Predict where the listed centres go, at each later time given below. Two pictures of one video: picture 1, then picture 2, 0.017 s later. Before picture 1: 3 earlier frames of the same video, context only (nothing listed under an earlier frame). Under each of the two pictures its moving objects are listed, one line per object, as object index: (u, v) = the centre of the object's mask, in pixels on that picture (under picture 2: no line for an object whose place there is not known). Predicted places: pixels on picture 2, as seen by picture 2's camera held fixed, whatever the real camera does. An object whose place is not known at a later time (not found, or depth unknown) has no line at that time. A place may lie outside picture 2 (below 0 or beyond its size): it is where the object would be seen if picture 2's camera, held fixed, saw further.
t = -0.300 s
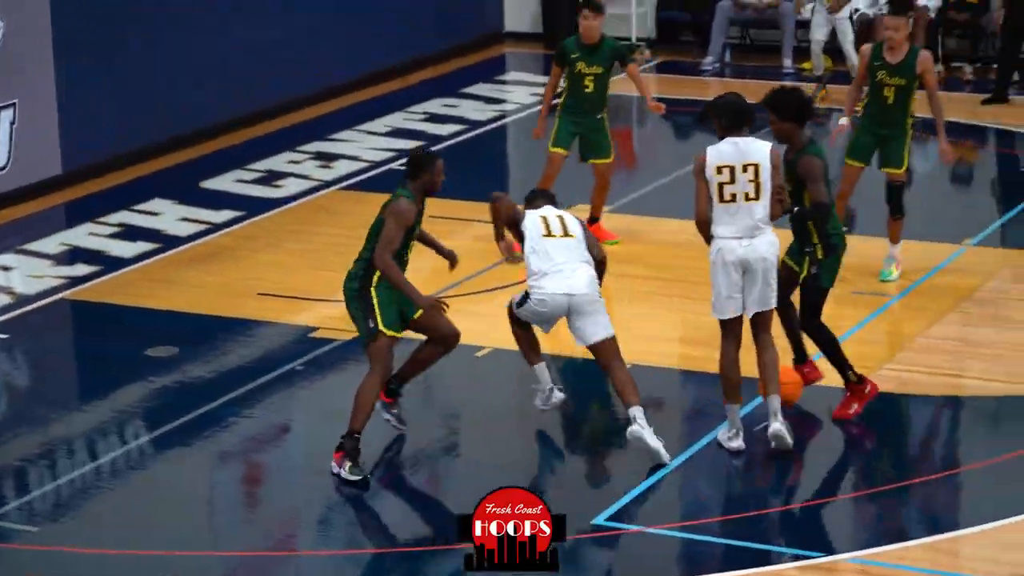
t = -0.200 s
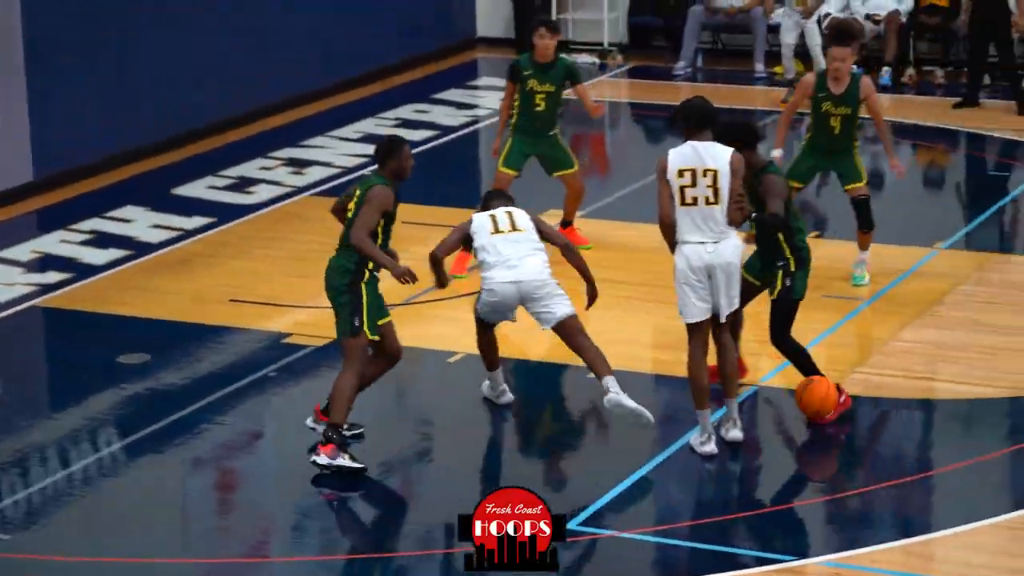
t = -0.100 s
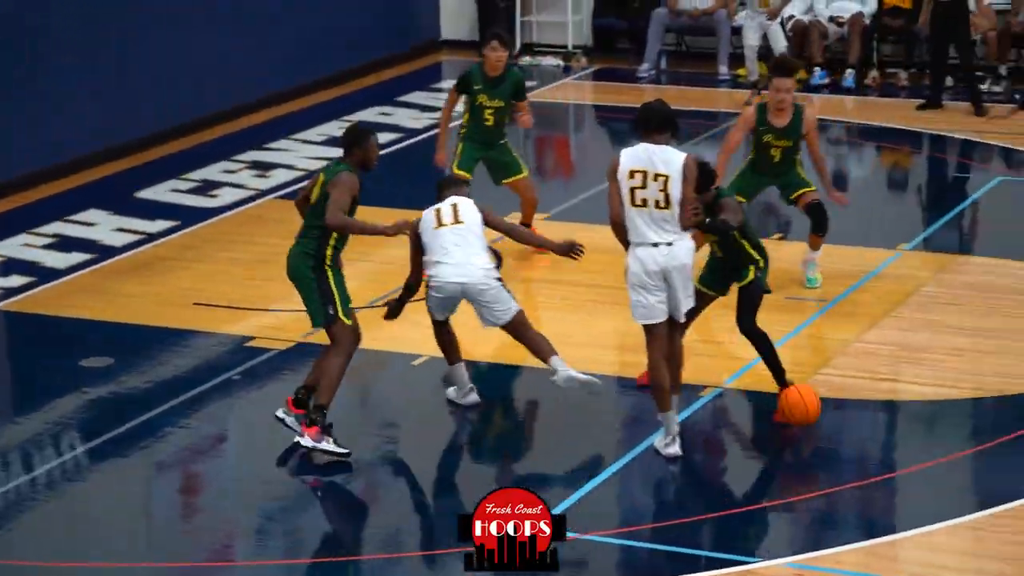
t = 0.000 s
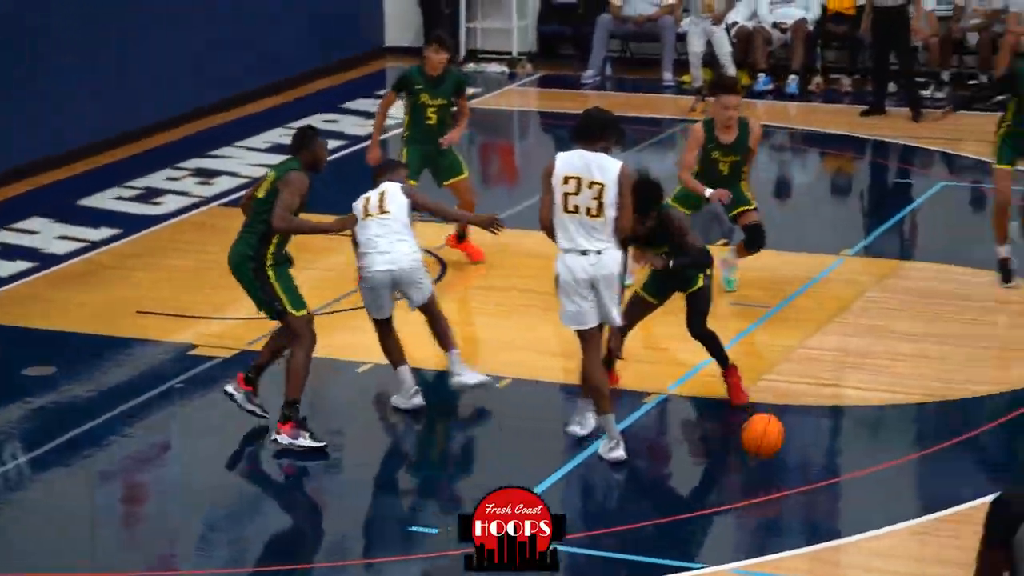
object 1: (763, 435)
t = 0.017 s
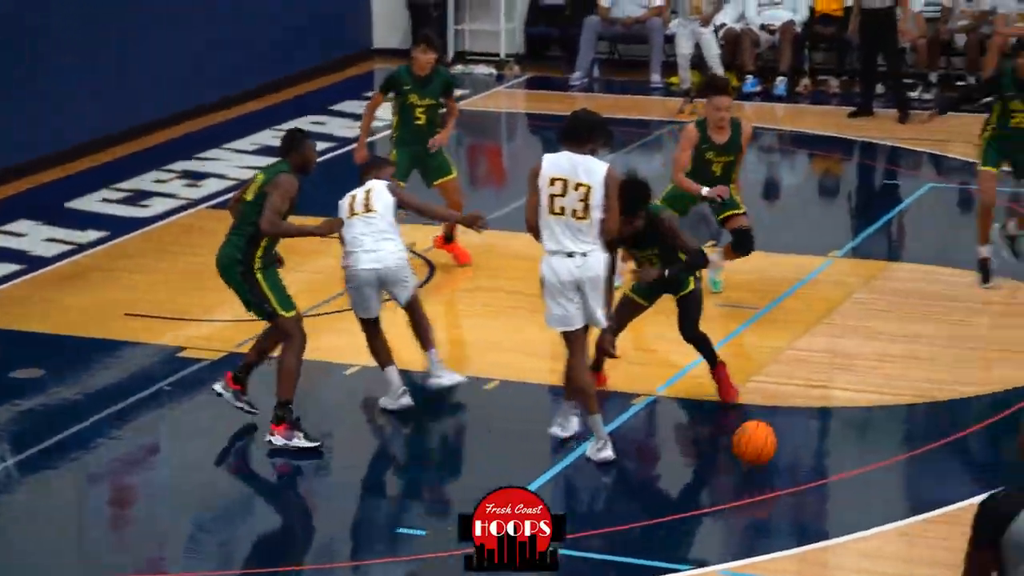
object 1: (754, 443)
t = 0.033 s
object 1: (757, 450)
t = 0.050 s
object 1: (760, 455)
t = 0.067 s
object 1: (764, 454)
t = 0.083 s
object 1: (767, 452)
